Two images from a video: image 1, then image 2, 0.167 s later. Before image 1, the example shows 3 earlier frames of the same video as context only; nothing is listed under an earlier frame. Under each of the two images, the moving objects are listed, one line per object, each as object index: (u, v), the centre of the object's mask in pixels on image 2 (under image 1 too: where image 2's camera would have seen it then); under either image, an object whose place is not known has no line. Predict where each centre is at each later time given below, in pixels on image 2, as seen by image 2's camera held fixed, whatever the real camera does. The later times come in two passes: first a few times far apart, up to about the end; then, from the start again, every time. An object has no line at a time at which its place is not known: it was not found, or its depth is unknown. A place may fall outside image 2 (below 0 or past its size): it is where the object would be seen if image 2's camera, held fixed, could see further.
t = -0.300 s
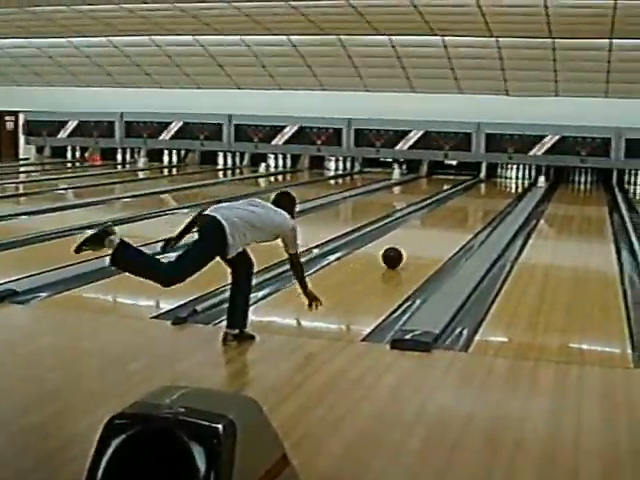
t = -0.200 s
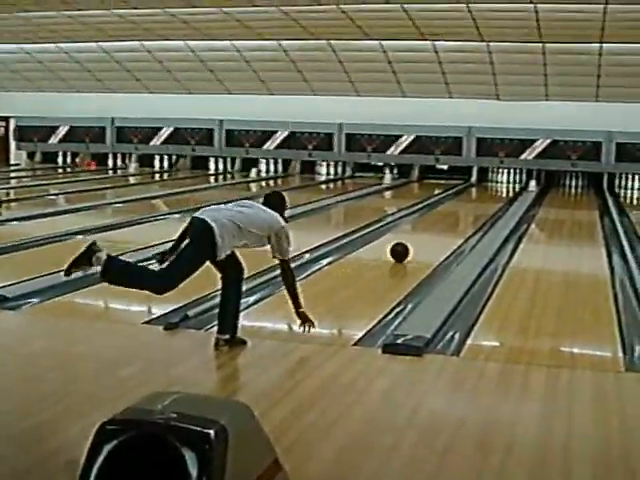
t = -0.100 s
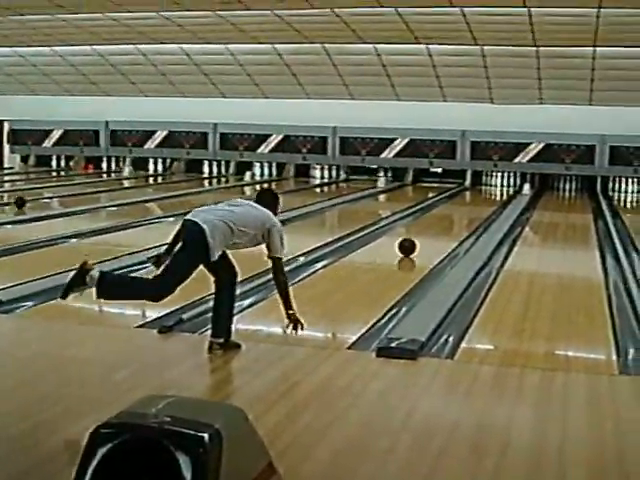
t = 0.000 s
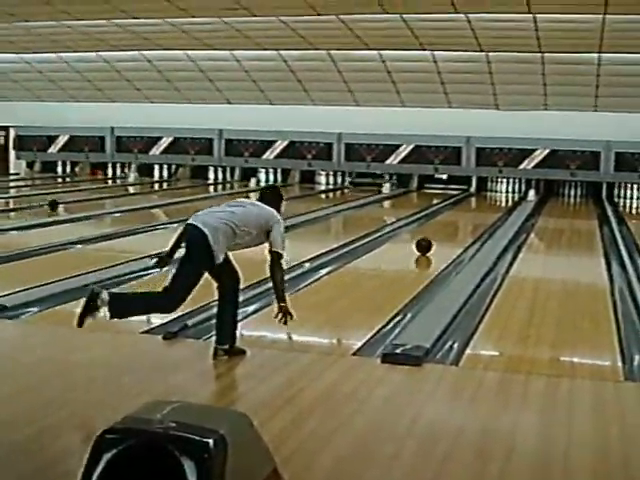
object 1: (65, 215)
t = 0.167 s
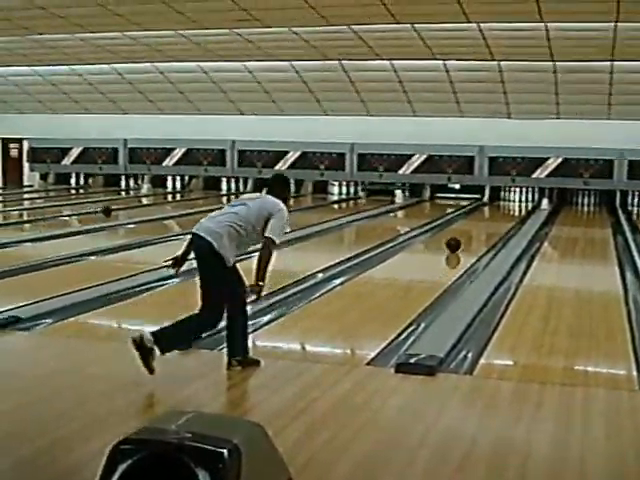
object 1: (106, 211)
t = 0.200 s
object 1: (114, 210)
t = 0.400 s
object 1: (149, 203)
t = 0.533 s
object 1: (170, 200)
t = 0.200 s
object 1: (114, 210)
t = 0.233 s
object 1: (120, 209)
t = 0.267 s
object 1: (127, 208)
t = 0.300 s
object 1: (133, 206)
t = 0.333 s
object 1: (138, 205)
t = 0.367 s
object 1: (143, 204)
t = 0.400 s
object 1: (149, 203)
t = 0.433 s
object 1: (155, 203)
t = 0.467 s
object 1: (159, 202)
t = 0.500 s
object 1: (165, 202)
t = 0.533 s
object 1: (170, 200)
